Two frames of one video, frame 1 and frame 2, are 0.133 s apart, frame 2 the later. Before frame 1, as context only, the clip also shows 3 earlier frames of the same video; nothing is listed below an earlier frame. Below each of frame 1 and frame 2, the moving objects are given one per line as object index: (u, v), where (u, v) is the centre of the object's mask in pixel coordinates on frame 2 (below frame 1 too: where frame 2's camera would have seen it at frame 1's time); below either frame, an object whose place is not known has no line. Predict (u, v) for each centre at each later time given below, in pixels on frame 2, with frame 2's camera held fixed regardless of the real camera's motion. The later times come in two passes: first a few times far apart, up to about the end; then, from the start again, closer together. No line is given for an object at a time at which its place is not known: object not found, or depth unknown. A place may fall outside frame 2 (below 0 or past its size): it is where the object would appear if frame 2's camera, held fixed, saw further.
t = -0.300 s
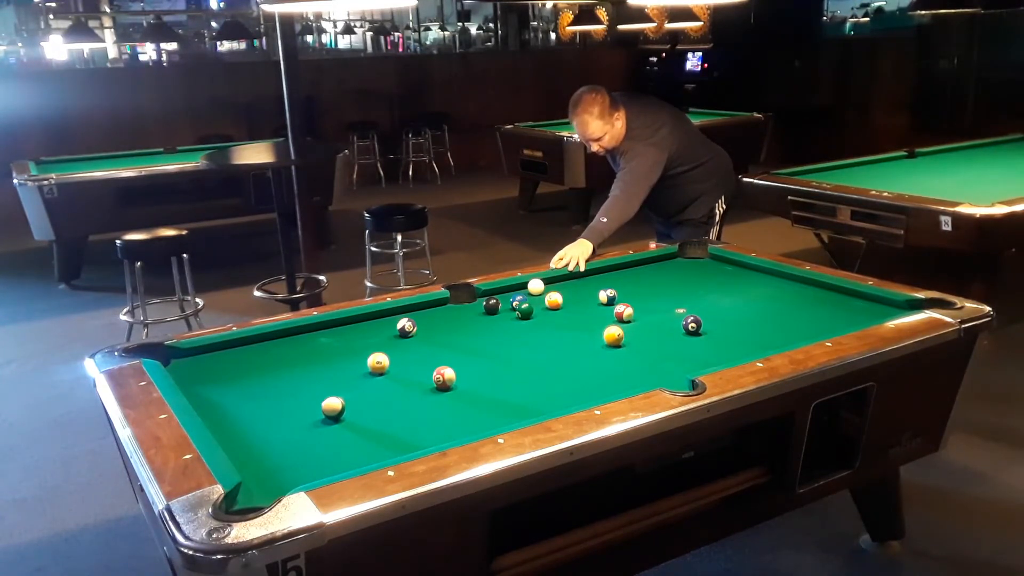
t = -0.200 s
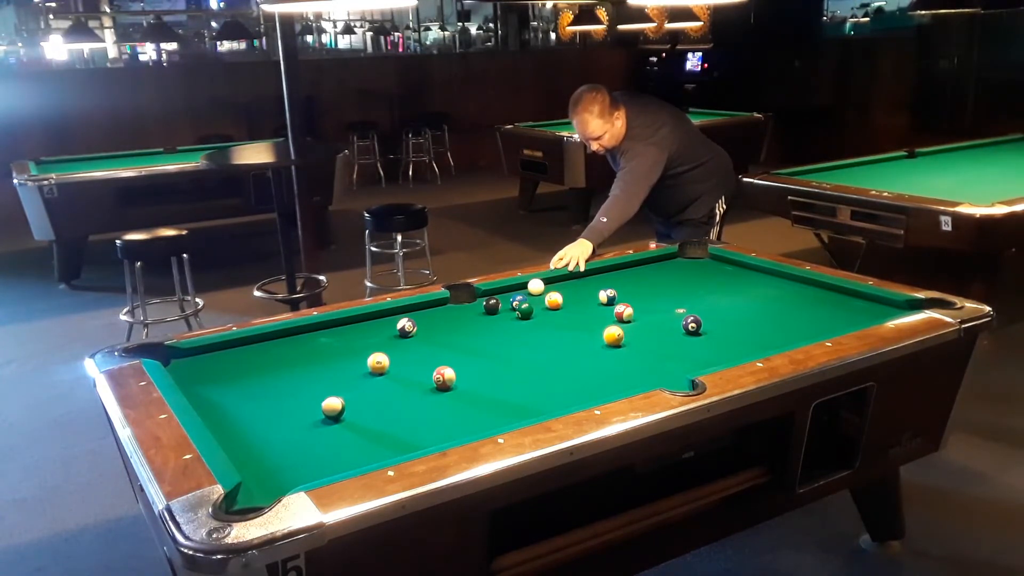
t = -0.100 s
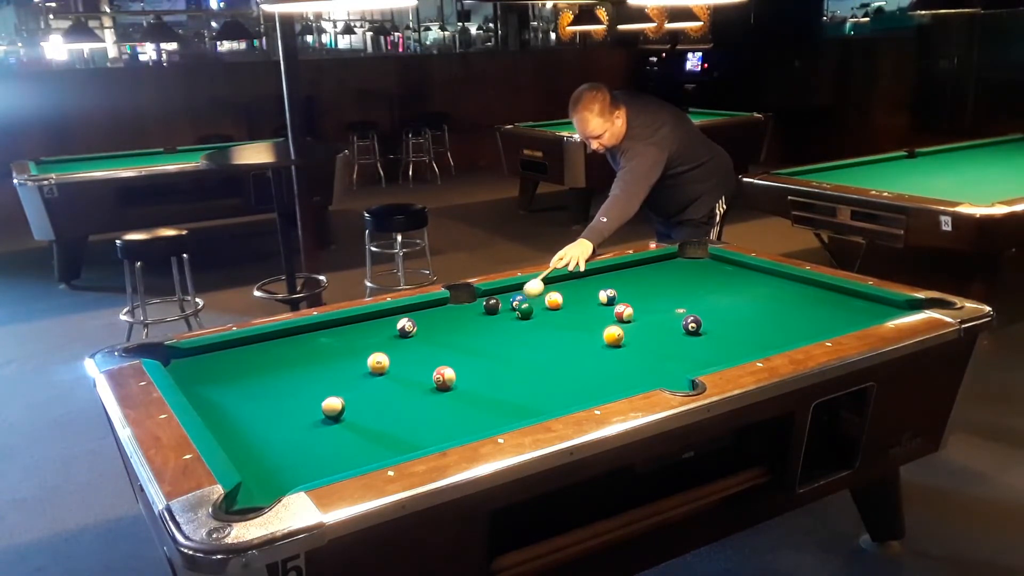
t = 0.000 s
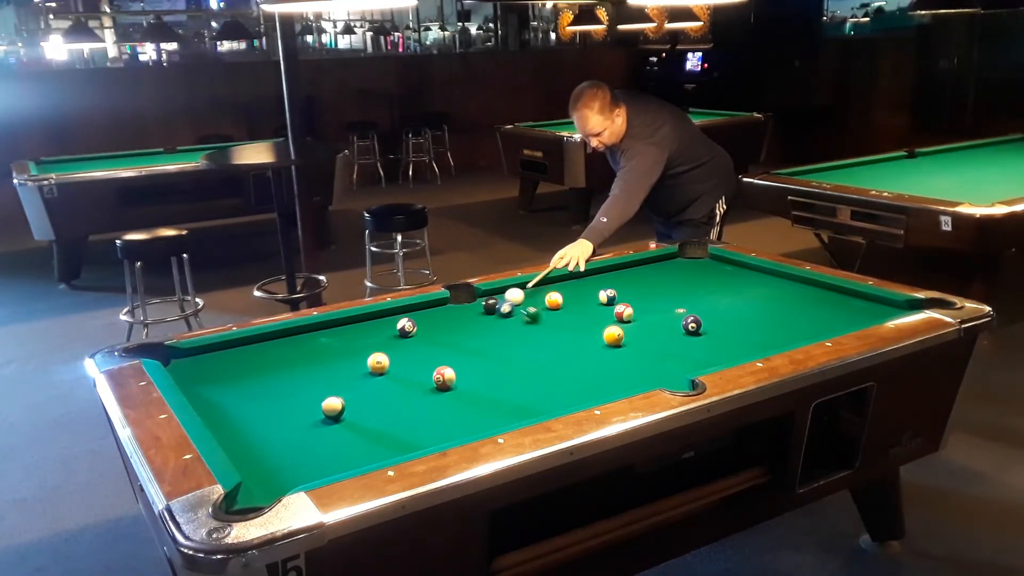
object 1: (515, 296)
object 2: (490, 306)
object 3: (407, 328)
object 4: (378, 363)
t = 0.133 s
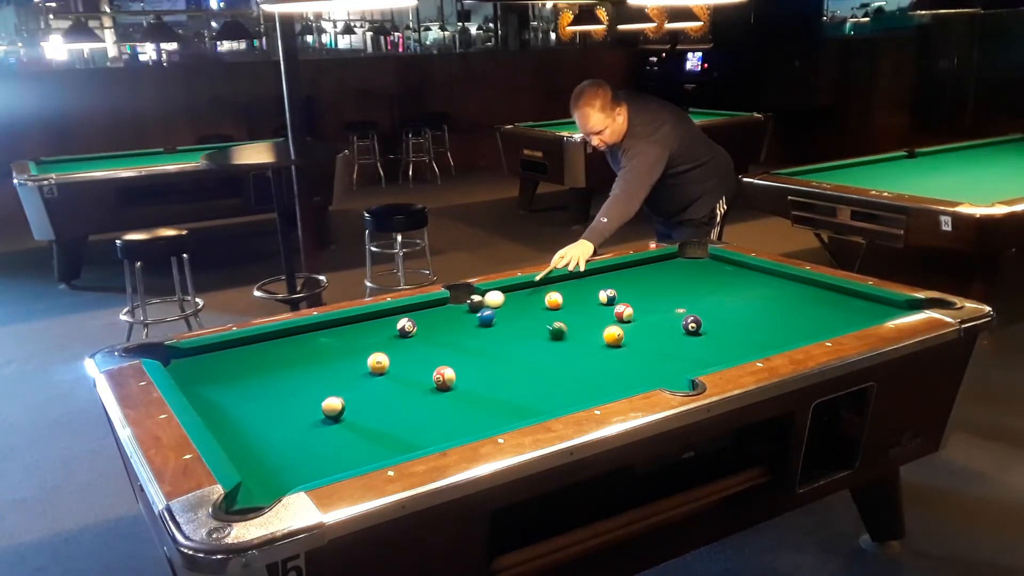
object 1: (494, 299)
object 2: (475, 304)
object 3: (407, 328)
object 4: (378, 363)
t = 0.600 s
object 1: (451, 313)
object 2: (418, 311)
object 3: (406, 328)
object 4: (378, 363)
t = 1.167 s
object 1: (421, 326)
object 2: (376, 327)
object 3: (390, 332)
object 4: (328, 377)
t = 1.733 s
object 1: (415, 332)
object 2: (333, 343)
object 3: (361, 342)
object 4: (262, 397)
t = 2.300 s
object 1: (413, 335)
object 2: (290, 357)
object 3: (337, 351)
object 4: (213, 412)
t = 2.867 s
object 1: (412, 336)
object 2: (251, 369)
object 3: (319, 357)
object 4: (243, 408)
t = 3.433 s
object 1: (412, 336)
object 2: (217, 379)
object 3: (307, 362)
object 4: (263, 406)
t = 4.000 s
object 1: (412, 336)
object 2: (190, 387)
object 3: (299, 364)
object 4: (272, 404)
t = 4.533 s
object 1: (412, 336)
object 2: (197, 387)
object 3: (298, 364)
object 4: (272, 404)
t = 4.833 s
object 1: (412, 336)
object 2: (199, 386)
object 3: (298, 364)
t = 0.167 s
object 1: (489, 300)
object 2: (471, 303)
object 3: (407, 328)
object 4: (378, 363)
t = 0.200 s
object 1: (486, 301)
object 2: (466, 304)
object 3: (407, 328)
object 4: (378, 363)
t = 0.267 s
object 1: (480, 303)
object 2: (454, 305)
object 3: (407, 328)
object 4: (378, 363)
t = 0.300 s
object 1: (477, 304)
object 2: (448, 304)
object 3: (407, 328)
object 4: (378, 363)
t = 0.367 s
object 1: (472, 306)
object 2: (436, 305)
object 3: (407, 328)
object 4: (378, 363)
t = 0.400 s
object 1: (469, 307)
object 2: (433, 305)
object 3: (407, 328)
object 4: (378, 363)
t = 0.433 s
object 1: (466, 308)
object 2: (430, 306)
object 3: (407, 328)
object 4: (378, 363)
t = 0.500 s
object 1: (460, 310)
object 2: (425, 308)
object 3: (406, 327)
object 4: (378, 363)
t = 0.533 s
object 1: (457, 311)
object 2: (423, 309)
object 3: (407, 328)
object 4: (378, 363)
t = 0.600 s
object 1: (451, 313)
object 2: (418, 311)
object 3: (406, 328)
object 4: (378, 363)
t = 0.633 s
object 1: (448, 314)
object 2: (416, 312)
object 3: (406, 327)
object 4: (378, 363)
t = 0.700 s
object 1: (442, 316)
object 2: (412, 312)
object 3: (406, 328)
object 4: (378, 363)
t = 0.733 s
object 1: (440, 317)
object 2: (409, 313)
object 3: (407, 328)
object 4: (378, 363)
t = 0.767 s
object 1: (437, 319)
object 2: (406, 313)
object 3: (407, 327)
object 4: (377, 363)
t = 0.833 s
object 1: (431, 321)
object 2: (400, 315)
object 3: (407, 327)
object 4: (368, 366)
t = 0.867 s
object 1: (428, 322)
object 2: (397, 317)
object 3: (407, 327)
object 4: (364, 367)
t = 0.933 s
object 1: (424, 324)
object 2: (393, 319)
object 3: (405, 328)
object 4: (356, 369)
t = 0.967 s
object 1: (423, 324)
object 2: (390, 321)
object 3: (403, 328)
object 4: (352, 371)
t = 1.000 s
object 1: (423, 325)
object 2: (387, 322)
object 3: (401, 329)
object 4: (348, 372)
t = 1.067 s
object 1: (422, 325)
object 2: (382, 324)
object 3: (396, 330)
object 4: (340, 374)
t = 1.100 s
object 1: (421, 326)
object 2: (380, 325)
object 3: (394, 331)
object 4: (336, 375)
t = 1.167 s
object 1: (421, 326)
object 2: (376, 327)
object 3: (390, 332)
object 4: (328, 377)
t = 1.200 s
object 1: (420, 327)
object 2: (373, 329)
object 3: (388, 333)
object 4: (324, 378)
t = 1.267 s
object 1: (420, 327)
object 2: (368, 331)
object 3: (383, 333)
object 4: (316, 381)
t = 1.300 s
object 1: (419, 328)
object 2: (366, 332)
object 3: (382, 334)
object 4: (312, 382)
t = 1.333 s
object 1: (419, 328)
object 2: (364, 333)
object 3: (380, 335)
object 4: (308, 383)
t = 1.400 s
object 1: (418, 329)
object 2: (359, 334)
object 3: (376, 336)
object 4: (300, 385)
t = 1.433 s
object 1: (418, 329)
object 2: (356, 335)
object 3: (375, 337)
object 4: (297, 386)
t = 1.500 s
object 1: (417, 330)
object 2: (351, 337)
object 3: (372, 338)
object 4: (289, 389)
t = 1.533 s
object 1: (417, 330)
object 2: (348, 338)
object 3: (370, 339)
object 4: (285, 390)
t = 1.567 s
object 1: (417, 330)
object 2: (346, 339)
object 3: (369, 339)
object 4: (281, 391)
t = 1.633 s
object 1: (416, 331)
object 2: (341, 340)
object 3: (365, 340)
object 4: (273, 393)
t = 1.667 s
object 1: (416, 331)
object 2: (338, 341)
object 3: (364, 341)
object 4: (269, 394)
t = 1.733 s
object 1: (415, 332)
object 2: (333, 343)
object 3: (361, 342)
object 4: (262, 397)
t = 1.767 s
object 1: (415, 332)
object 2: (330, 344)
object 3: (359, 343)
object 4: (258, 398)
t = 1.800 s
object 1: (415, 332)
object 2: (328, 345)
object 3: (357, 343)
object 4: (254, 399)
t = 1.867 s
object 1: (415, 333)
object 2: (323, 347)
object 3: (355, 344)
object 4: (247, 401)
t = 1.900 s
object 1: (414, 333)
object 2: (320, 348)
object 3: (353, 345)
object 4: (243, 402)
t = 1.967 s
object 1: (414, 333)
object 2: (315, 349)
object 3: (350, 346)
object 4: (236, 404)
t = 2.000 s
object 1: (414, 334)
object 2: (312, 350)
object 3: (349, 346)
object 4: (232, 405)
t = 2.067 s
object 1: (414, 334)
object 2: (307, 352)
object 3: (346, 347)
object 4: (224, 407)
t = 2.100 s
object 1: (414, 334)
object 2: (305, 353)
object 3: (345, 348)
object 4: (221, 409)
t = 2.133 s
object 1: (413, 334)
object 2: (302, 354)
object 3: (344, 348)
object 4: (217, 410)
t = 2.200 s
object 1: (413, 335)
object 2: (298, 355)
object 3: (341, 349)
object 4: (210, 412)
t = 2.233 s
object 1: (413, 335)
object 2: (295, 356)
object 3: (340, 350)
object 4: (209, 412)
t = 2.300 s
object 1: (413, 335)
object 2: (290, 357)
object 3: (337, 351)
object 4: (213, 412)
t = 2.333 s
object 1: (413, 335)
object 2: (288, 358)
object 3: (336, 351)
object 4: (215, 412)
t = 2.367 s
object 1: (413, 335)
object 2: (285, 359)
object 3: (334, 352)
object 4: (217, 411)
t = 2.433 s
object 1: (413, 335)
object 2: (281, 360)
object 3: (332, 352)
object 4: (221, 411)
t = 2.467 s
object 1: (412, 336)
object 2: (278, 361)
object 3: (331, 353)
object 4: (223, 410)
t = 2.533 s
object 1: (412, 336)
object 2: (273, 363)
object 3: (329, 355)
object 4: (227, 410)
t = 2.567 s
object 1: (412, 336)
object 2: (271, 364)
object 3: (328, 355)
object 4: (228, 409)
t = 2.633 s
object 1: (412, 336)
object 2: (266, 365)
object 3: (326, 355)
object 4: (232, 409)
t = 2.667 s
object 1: (412, 336)
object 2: (264, 366)
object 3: (325, 356)
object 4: (234, 409)
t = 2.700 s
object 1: (412, 336)
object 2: (262, 366)
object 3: (324, 356)
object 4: (235, 409)
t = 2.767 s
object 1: (412, 336)
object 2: (258, 367)
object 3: (322, 356)
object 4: (238, 408)
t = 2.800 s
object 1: (412, 336)
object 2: (256, 368)
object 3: (321, 357)
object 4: (240, 408)
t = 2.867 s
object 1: (412, 336)
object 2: (251, 369)
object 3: (319, 357)
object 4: (243, 408)
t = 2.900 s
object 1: (412, 336)
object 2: (249, 370)
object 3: (318, 358)
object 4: (244, 408)
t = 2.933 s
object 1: (412, 336)
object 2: (247, 371)
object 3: (318, 358)
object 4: (246, 408)
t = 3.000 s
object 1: (412, 336)
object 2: (243, 372)
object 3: (316, 359)
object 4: (248, 407)
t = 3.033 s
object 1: (412, 336)
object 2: (241, 373)
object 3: (315, 359)
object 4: (250, 407)
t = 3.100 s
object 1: (412, 336)
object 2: (237, 374)
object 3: (314, 359)
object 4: (252, 407)
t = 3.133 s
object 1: (412, 336)
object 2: (235, 374)
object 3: (313, 360)
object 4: (253, 406)
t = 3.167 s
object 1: (412, 336)
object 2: (233, 375)
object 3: (312, 360)
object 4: (255, 406)
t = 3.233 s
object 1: (412, 336)
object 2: (229, 376)
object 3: (310, 361)
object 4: (257, 406)
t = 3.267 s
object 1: (412, 336)
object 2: (227, 376)
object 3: (310, 361)
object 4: (258, 406)
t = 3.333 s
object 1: (412, 336)
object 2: (223, 378)
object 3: (308, 361)
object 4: (260, 406)
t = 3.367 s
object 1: (412, 336)
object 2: (221, 379)
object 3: (308, 361)
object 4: (261, 406)
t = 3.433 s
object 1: (412, 336)
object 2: (217, 379)
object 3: (307, 362)
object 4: (263, 406)
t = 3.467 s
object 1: (412, 336)
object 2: (215, 380)
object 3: (306, 362)
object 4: (263, 405)
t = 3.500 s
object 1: (412, 336)
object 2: (214, 381)
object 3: (305, 362)
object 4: (264, 405)
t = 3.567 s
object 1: (412, 336)
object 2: (210, 382)
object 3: (304, 363)
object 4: (265, 405)
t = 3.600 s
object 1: (412, 336)
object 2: (208, 382)
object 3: (304, 363)
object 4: (266, 405)
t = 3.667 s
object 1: (412, 336)
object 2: (205, 384)
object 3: (303, 363)
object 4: (267, 405)
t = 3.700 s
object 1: (412, 336)
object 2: (203, 384)
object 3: (302, 363)
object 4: (268, 405)
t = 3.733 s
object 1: (412, 336)
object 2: (201, 385)
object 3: (302, 363)
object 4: (268, 405)
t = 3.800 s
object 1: (412, 336)
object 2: (198, 385)
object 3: (301, 363)
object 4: (269, 405)
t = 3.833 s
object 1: (412, 336)
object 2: (196, 386)
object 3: (300, 363)
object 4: (270, 405)
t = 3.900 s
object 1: (412, 336)
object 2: (193, 387)
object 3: (300, 363)
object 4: (271, 404)
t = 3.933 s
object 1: (412, 336)
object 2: (192, 387)
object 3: (299, 363)
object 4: (271, 404)
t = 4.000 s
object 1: (412, 336)
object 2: (190, 387)
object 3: (299, 364)
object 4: (272, 404)
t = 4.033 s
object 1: (412, 336)
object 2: (190, 387)
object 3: (298, 363)
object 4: (272, 404)
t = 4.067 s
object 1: (412, 336)
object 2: (190, 387)
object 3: (298, 364)
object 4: (272, 404)
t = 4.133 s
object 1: (412, 336)
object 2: (191, 388)
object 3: (298, 364)
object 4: (272, 404)
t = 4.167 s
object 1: (412, 336)
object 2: (192, 388)
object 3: (298, 364)
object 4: (272, 404)
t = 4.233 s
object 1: (412, 336)
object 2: (193, 388)
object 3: (297, 364)
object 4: (272, 404)
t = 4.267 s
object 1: (412, 336)
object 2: (193, 388)
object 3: (297, 364)
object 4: (272, 404)
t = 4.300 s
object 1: (412, 336)
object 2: (194, 387)
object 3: (297, 364)
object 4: (272, 404)
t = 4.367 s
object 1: (412, 336)
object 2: (195, 387)
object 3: (297, 364)
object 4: (272, 405)
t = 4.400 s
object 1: (412, 336)
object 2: (195, 387)
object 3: (297, 364)
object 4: (272, 405)
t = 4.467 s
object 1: (412, 336)
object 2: (196, 387)
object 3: (298, 364)
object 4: (272, 404)
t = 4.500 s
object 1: (412, 336)
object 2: (196, 387)
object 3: (298, 364)
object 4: (272, 405)
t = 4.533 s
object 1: (412, 336)
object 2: (197, 387)
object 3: (298, 364)
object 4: (272, 404)
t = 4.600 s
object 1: (412, 336)
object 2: (198, 387)
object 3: (298, 364)
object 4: (272, 405)
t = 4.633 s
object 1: (412, 336)
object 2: (198, 387)
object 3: (298, 364)
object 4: (272, 404)
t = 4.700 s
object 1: (412, 336)
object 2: (198, 386)
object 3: (298, 364)
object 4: (272, 404)
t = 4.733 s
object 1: (412, 336)
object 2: (198, 386)
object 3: (298, 364)
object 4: (272, 404)
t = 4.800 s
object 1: (412, 336)
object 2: (199, 386)
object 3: (298, 364)
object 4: (272, 404)
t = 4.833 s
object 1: (412, 336)
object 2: (199, 386)
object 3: (298, 364)
